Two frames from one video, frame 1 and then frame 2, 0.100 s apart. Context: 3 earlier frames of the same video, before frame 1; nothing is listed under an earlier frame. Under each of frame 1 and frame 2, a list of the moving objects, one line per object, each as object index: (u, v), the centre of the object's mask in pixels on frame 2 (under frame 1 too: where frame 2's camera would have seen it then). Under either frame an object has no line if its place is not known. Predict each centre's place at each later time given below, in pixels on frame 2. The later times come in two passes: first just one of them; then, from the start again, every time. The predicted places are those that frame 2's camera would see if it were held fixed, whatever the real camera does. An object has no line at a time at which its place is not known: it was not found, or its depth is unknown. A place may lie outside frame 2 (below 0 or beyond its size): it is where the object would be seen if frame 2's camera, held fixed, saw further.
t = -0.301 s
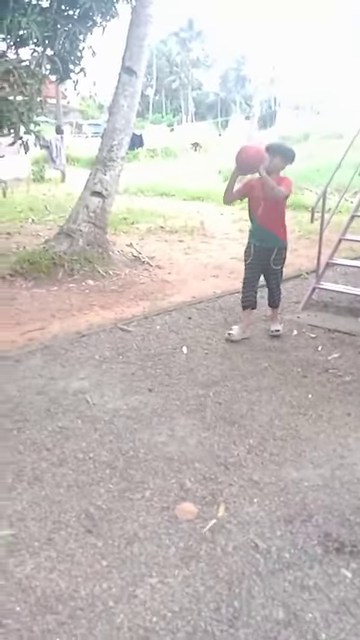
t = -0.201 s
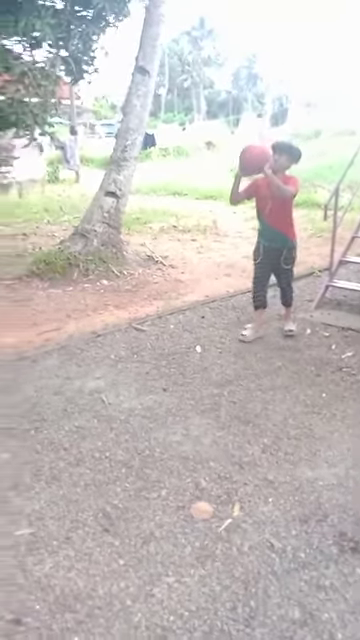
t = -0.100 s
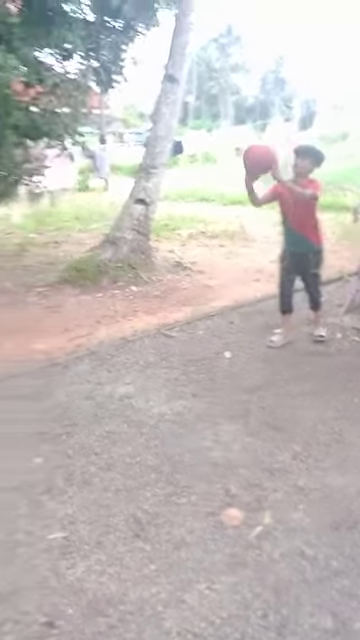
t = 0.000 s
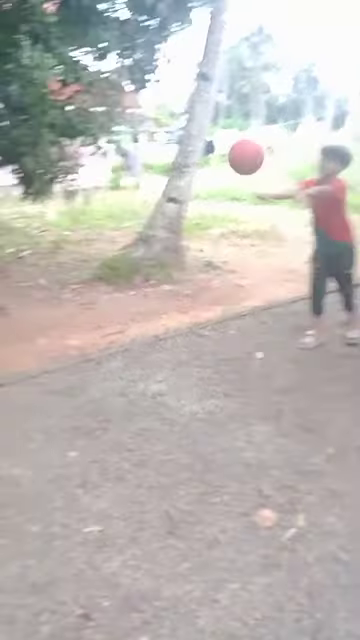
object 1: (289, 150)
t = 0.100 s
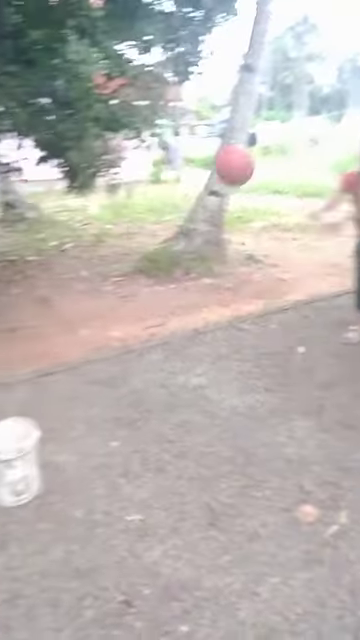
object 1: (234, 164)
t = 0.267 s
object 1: (126, 248)
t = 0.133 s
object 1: (215, 176)
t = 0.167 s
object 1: (193, 189)
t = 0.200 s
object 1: (171, 206)
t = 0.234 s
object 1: (149, 225)
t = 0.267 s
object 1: (126, 248)
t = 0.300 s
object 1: (101, 272)
